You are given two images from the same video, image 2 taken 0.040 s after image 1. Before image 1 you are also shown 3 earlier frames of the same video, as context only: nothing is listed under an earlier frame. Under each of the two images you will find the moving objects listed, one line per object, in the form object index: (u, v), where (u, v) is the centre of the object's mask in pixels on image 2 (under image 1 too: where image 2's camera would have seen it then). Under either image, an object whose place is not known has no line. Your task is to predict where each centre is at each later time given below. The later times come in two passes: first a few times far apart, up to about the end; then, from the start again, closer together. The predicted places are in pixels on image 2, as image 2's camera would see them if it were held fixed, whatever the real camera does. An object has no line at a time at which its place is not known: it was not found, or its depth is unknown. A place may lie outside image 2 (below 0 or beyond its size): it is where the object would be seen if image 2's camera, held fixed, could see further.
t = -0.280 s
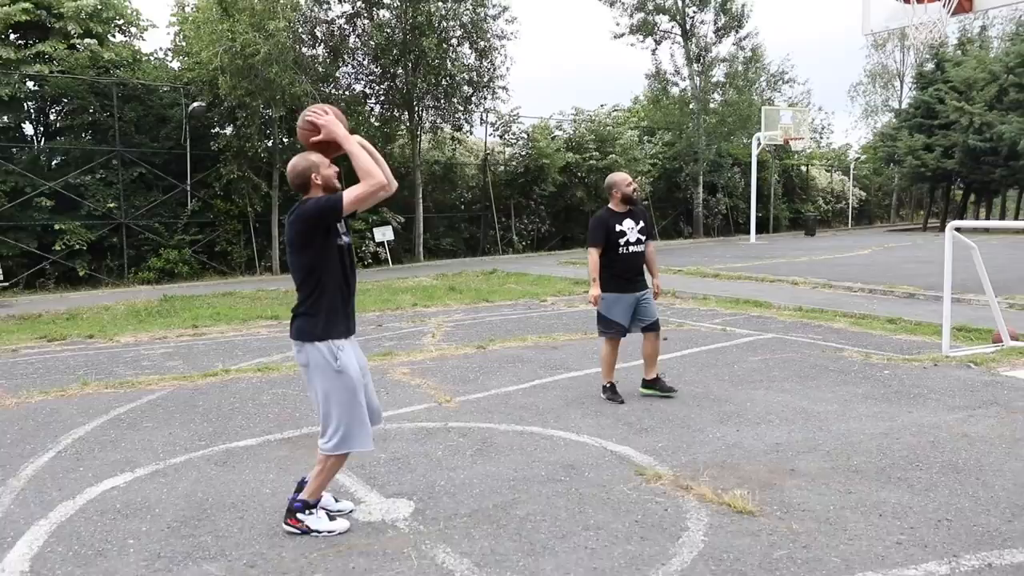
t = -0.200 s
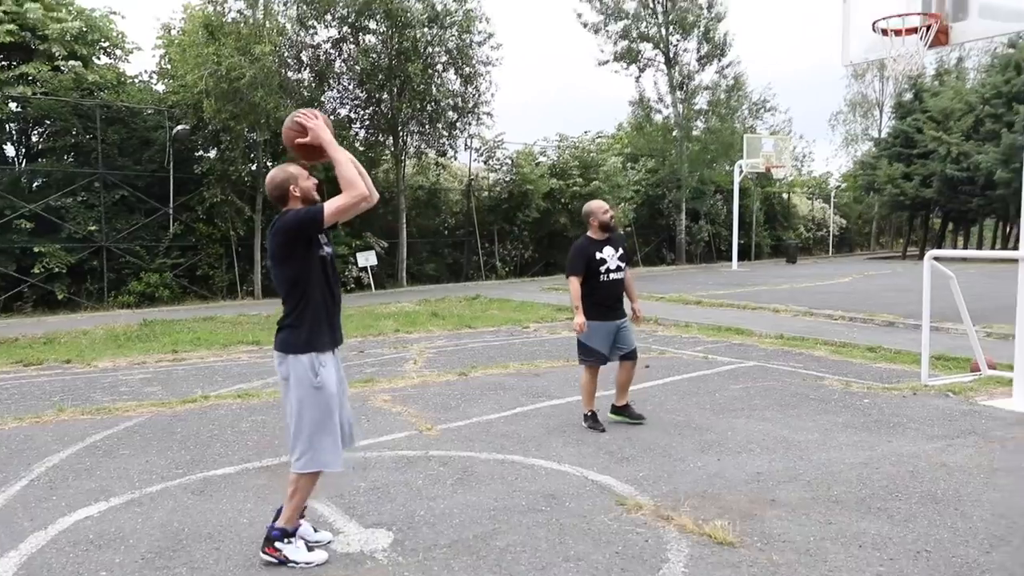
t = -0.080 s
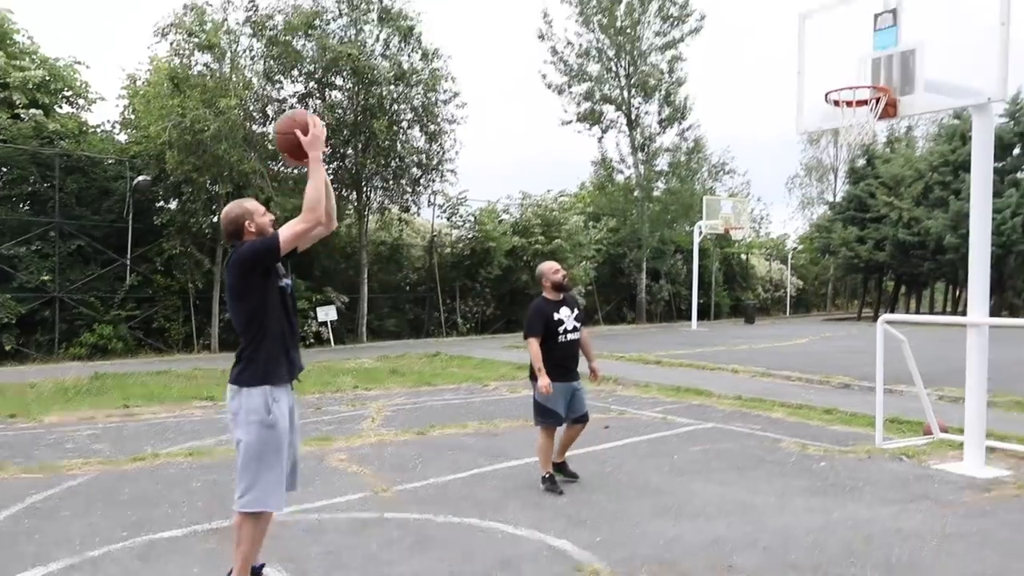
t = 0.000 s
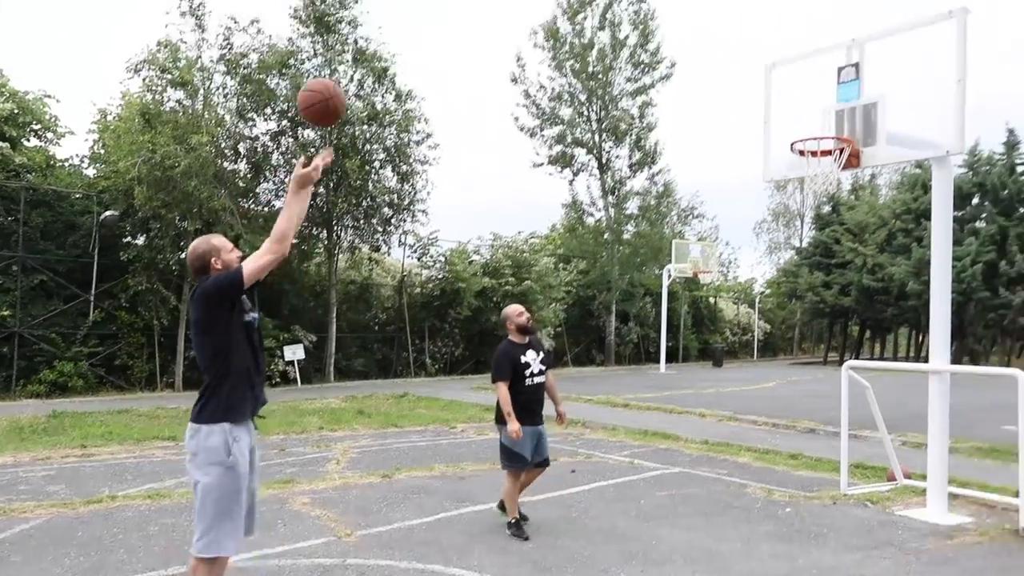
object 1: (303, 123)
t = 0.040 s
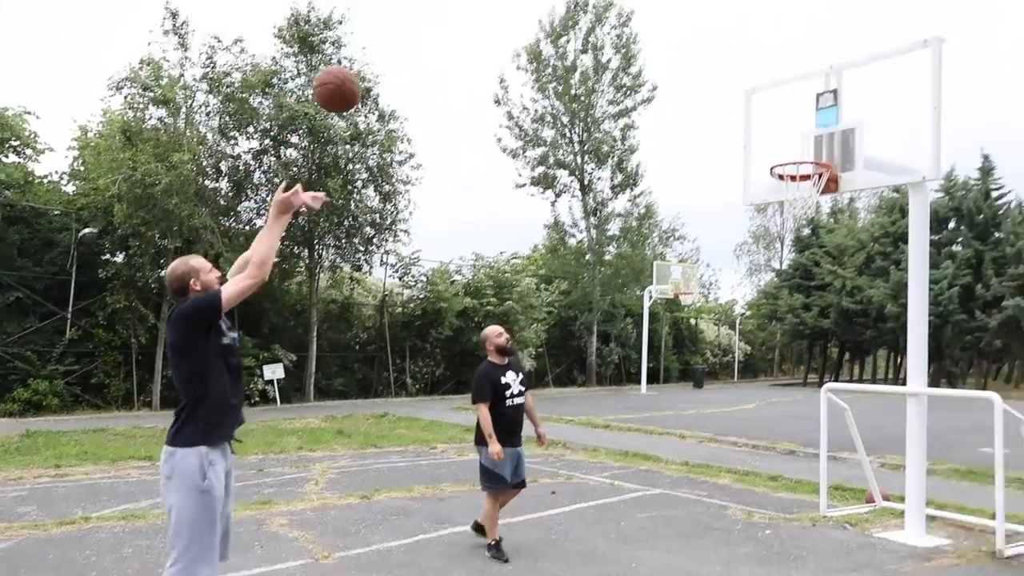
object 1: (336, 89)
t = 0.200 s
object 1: (449, -2)
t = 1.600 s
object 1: (714, 205)
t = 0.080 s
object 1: (366, 61)
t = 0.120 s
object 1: (395, 37)
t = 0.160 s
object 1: (423, 15)
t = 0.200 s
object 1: (449, -2)
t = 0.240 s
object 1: (474, -16)
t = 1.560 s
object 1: (720, 192)
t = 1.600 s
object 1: (714, 205)
